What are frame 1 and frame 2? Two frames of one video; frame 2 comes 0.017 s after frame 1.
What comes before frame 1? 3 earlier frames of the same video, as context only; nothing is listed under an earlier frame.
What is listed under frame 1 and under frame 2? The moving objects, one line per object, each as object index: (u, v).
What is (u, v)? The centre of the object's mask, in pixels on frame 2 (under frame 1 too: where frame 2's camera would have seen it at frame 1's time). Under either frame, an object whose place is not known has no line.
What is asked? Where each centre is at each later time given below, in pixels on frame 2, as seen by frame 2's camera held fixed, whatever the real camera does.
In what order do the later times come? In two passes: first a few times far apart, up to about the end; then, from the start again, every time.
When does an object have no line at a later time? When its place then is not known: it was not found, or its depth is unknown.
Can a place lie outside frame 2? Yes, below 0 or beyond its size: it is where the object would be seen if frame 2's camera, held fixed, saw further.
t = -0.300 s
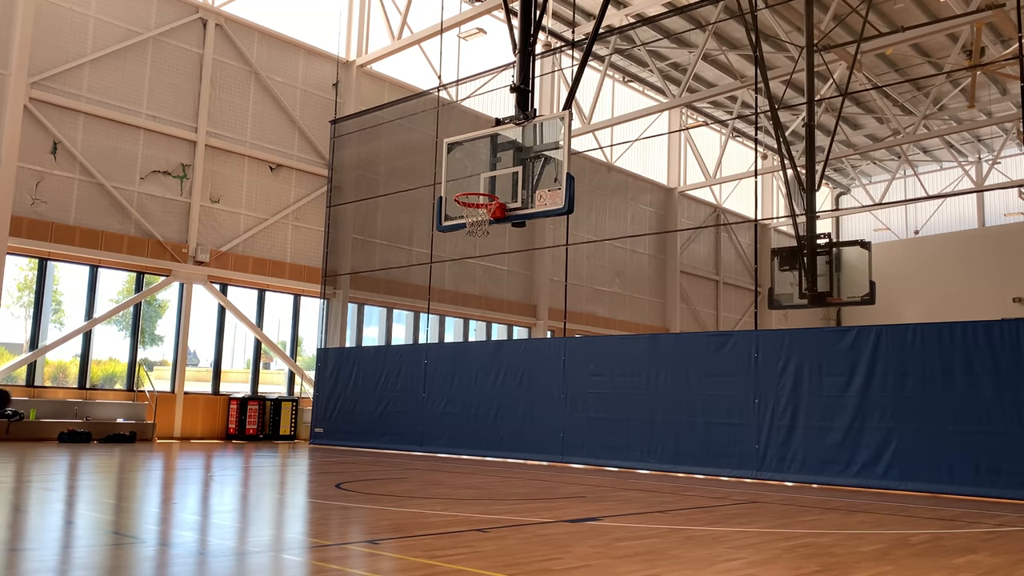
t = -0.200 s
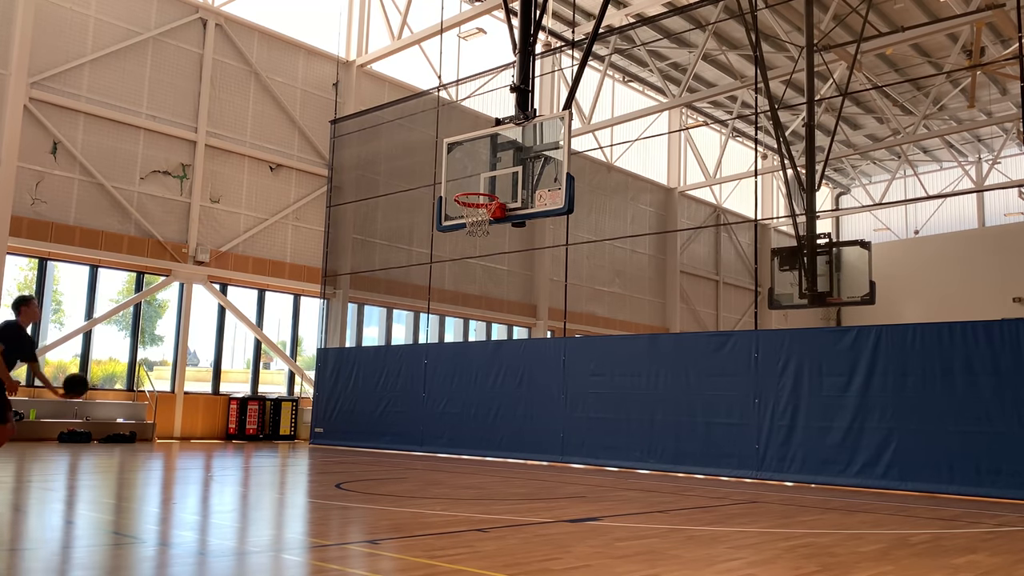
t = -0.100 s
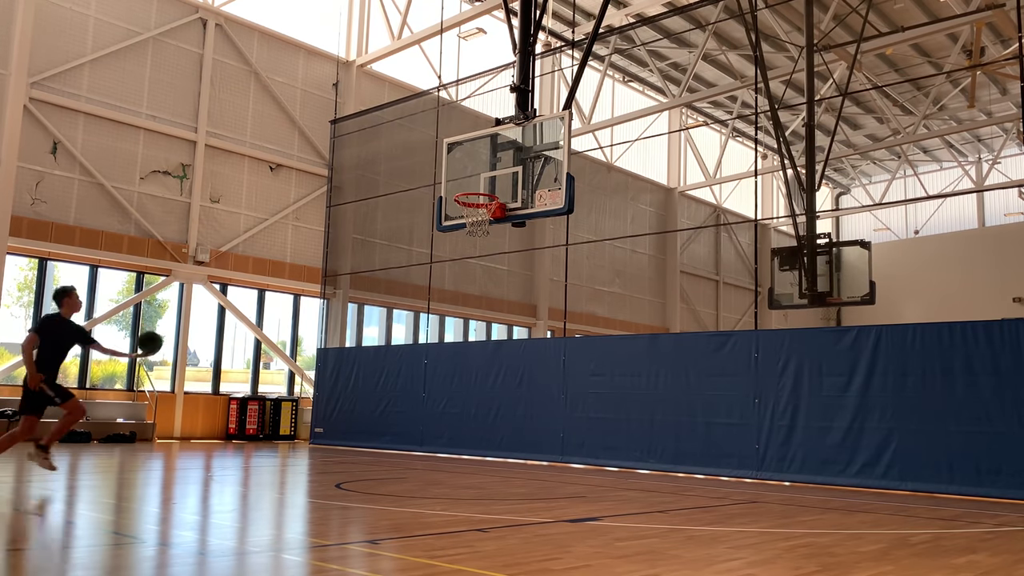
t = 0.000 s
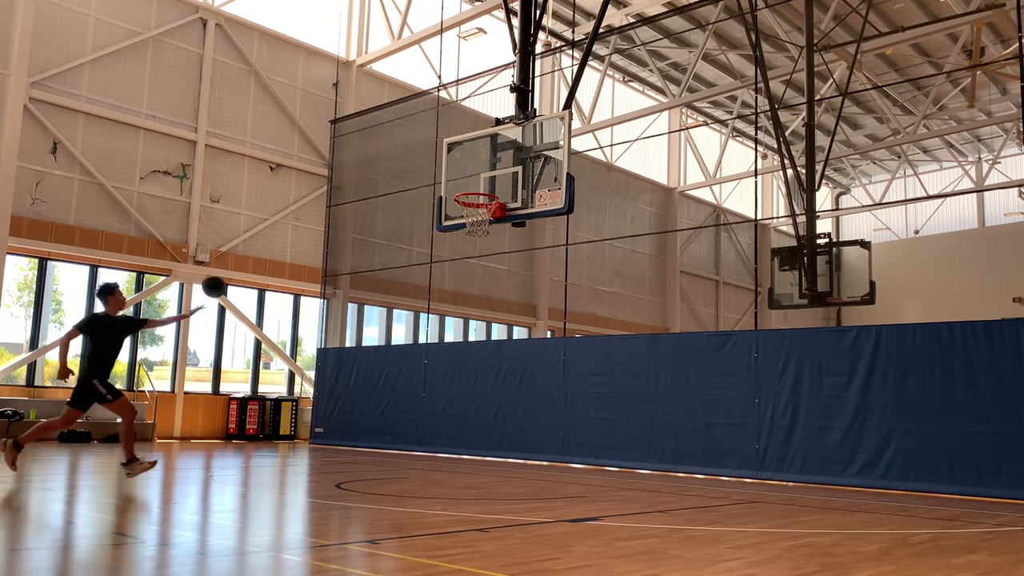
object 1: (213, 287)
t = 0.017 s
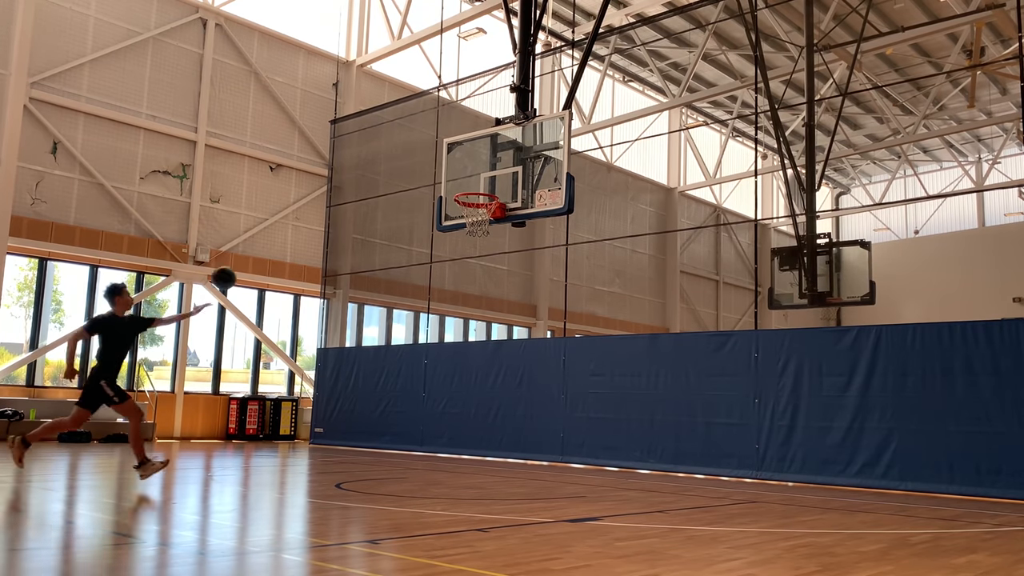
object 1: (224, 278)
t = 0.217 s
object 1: (332, 206)
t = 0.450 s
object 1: (440, 176)
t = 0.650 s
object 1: (451, 165)
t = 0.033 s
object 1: (233, 270)
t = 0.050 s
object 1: (243, 263)
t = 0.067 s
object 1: (253, 256)
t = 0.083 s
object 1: (262, 249)
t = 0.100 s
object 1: (271, 242)
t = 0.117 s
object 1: (280, 236)
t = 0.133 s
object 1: (289, 230)
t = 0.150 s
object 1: (298, 224)
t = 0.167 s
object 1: (307, 219)
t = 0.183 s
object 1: (315, 214)
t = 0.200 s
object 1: (323, 210)
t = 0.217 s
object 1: (332, 206)
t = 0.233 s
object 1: (340, 202)
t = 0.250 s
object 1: (348, 198)
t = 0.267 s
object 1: (356, 195)
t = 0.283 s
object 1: (364, 192)
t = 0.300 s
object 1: (372, 189)
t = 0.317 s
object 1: (380, 186)
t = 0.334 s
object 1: (388, 184)
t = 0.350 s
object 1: (395, 182)
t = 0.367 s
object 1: (403, 180)
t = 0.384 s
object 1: (410, 179)
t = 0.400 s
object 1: (418, 178)
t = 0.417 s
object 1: (425, 177)
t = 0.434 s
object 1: (432, 176)
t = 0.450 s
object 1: (440, 176)
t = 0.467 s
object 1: (447, 176)
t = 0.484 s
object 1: (454, 176)
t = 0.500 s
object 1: (461, 176)
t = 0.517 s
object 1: (467, 177)
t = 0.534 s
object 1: (466, 175)
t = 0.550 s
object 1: (464, 173)
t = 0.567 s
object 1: (462, 171)
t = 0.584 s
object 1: (460, 170)
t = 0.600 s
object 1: (458, 168)
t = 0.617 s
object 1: (455, 167)
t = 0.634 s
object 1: (453, 166)
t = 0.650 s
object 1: (451, 165)
